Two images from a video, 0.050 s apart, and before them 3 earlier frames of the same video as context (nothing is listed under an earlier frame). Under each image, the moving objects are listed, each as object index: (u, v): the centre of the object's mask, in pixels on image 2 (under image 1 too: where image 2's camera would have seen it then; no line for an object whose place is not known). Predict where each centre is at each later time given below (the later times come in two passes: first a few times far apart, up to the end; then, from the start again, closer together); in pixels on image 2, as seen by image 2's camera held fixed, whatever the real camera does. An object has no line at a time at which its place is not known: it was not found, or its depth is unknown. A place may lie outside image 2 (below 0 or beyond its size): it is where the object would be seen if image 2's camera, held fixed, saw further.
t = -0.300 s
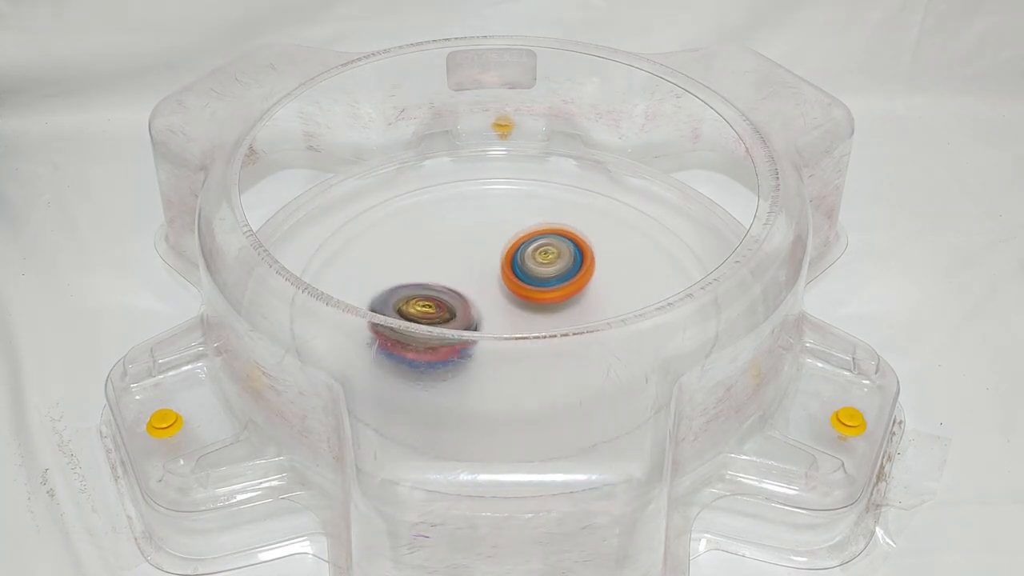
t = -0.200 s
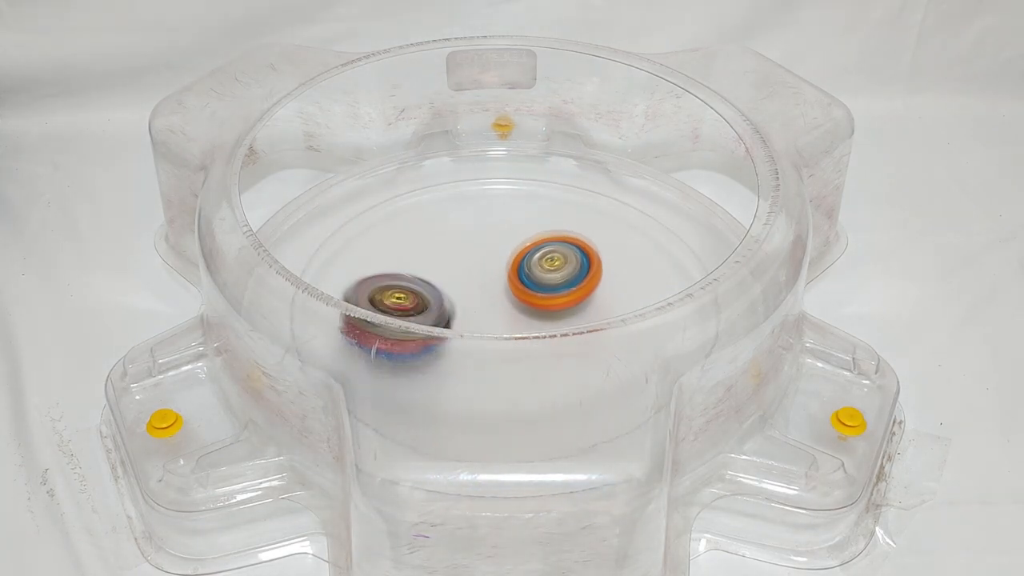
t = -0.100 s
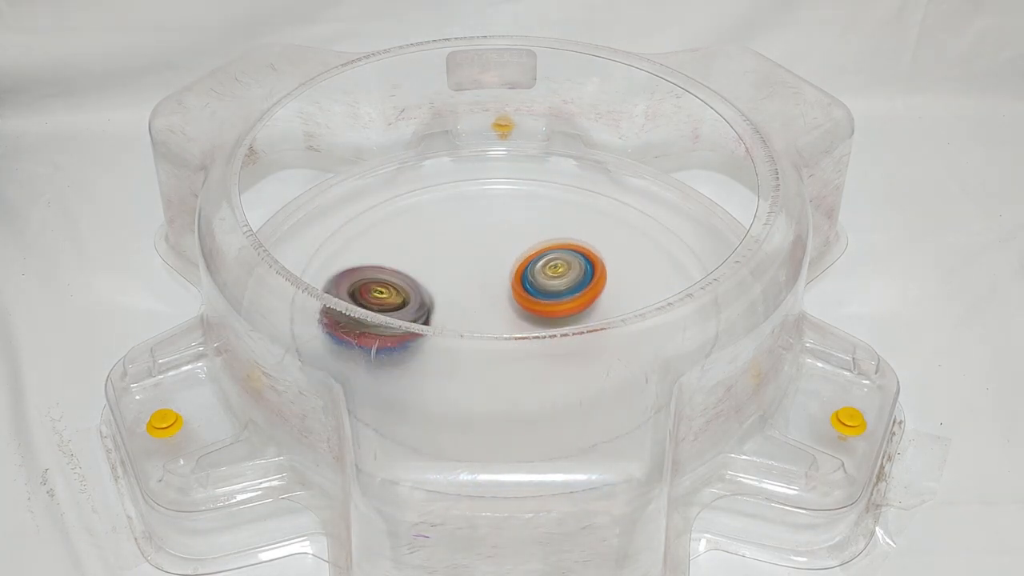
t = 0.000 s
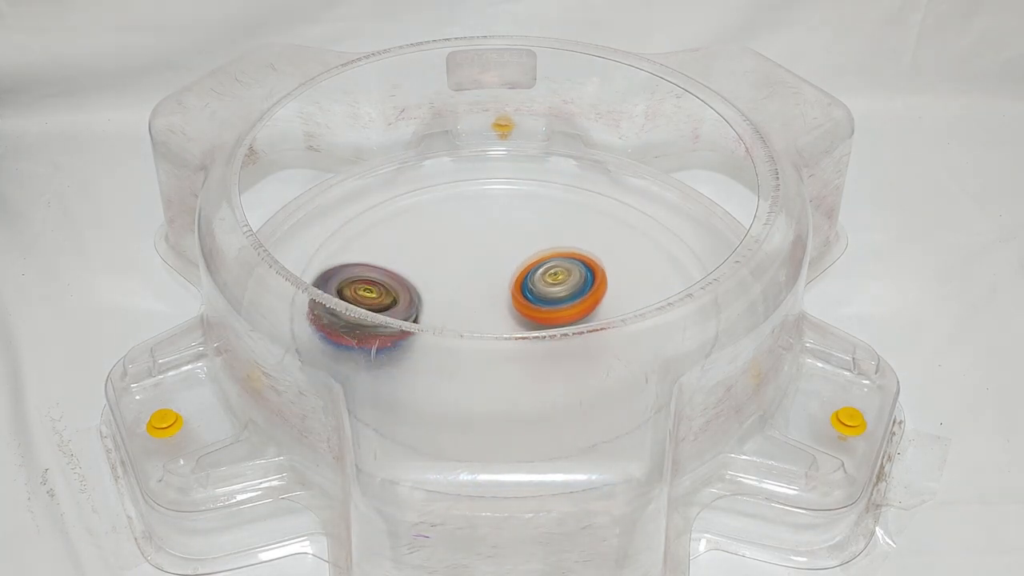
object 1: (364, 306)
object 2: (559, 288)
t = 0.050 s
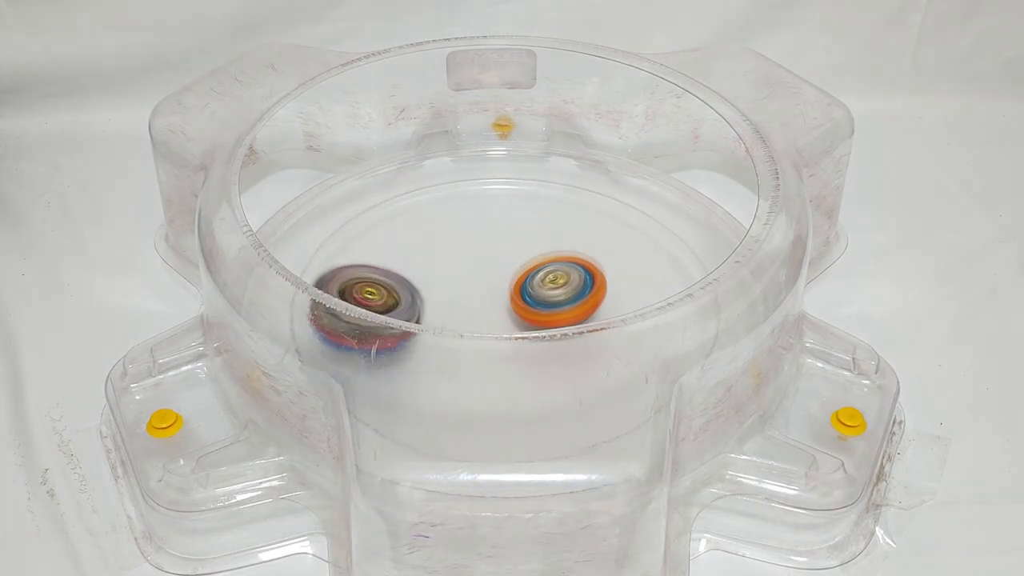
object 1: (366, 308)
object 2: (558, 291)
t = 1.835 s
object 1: (586, 282)
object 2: (477, 266)
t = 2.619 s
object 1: (500, 358)
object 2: (529, 288)
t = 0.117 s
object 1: (378, 307)
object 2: (555, 296)
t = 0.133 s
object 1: (383, 306)
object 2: (554, 297)
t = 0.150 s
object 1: (387, 303)
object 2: (554, 298)
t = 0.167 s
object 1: (392, 303)
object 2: (552, 299)
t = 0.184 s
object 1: (399, 291)
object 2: (551, 300)
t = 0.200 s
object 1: (403, 291)
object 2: (550, 301)
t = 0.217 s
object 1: (407, 290)
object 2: (549, 302)
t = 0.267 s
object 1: (419, 287)
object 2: (545, 304)
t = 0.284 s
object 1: (422, 286)
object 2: (543, 305)
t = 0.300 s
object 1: (426, 284)
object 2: (542, 306)
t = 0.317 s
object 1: (429, 283)
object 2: (540, 306)
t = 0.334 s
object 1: (433, 281)
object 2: (538, 307)
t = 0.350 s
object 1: (437, 278)
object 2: (537, 308)
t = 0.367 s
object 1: (440, 275)
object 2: (535, 308)
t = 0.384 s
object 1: (443, 272)
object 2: (533, 309)
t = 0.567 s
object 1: (470, 238)
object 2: (510, 313)
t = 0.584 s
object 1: (472, 235)
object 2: (507, 313)
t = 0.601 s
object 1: (473, 232)
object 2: (505, 314)
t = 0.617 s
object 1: (475, 229)
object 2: (502, 314)
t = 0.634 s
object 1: (476, 227)
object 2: (500, 314)
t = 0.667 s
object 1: (478, 222)
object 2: (496, 314)
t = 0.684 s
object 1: (479, 219)
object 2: (493, 314)
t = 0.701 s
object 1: (480, 218)
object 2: (491, 314)
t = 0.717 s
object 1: (480, 215)
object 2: (488, 314)
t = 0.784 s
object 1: (481, 208)
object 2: (480, 312)
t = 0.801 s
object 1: (481, 208)
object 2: (479, 312)
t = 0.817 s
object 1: (480, 207)
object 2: (476, 312)
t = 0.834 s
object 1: (479, 207)
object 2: (474, 312)
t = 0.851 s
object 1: (478, 207)
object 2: (472, 311)
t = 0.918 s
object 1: (478, 212)
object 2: (464, 309)
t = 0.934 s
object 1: (478, 214)
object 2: (463, 308)
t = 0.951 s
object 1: (480, 218)
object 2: (461, 308)
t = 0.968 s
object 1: (482, 220)
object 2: (460, 307)
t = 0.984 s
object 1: (485, 223)
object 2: (457, 307)
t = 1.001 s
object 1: (487, 225)
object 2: (456, 306)
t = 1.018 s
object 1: (490, 228)
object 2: (454, 306)
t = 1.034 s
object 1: (493, 231)
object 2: (452, 305)
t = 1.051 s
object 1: (497, 234)
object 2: (451, 304)
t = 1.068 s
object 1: (500, 237)
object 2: (450, 303)
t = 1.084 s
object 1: (504, 239)
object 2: (449, 303)
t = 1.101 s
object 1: (508, 242)
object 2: (448, 302)
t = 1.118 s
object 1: (512, 245)
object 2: (447, 301)
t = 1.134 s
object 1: (516, 247)
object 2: (446, 300)
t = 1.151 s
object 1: (520, 249)
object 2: (445, 300)
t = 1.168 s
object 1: (525, 251)
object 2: (444, 299)
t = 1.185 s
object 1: (529, 254)
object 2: (443, 299)
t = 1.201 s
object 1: (533, 255)
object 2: (443, 297)
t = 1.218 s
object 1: (538, 258)
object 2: (442, 297)
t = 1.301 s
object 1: (560, 266)
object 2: (441, 292)
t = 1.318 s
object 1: (564, 266)
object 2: (442, 291)
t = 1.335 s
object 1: (569, 268)
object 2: (441, 290)
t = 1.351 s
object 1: (573, 268)
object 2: (442, 289)
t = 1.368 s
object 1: (578, 270)
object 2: (442, 288)
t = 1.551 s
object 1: (614, 272)
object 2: (451, 275)
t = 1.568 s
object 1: (616, 272)
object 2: (452, 274)
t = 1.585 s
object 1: (618, 272)
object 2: (453, 273)
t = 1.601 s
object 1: (620, 271)
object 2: (455, 273)
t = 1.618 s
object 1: (620, 271)
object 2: (456, 272)
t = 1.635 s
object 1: (621, 270)
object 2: (457, 272)
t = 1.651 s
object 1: (621, 270)
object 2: (459, 271)
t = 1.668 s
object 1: (619, 270)
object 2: (460, 270)
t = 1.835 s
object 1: (586, 282)
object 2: (477, 266)
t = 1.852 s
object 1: (582, 284)
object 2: (479, 266)
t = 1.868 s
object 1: (578, 286)
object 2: (481, 265)
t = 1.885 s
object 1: (575, 288)
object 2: (481, 264)
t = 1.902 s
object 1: (574, 290)
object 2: (479, 261)
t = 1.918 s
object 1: (572, 293)
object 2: (478, 259)
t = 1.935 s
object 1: (571, 295)
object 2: (477, 258)
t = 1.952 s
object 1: (570, 296)
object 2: (477, 257)
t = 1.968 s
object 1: (568, 298)
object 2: (477, 257)
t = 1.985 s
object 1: (568, 300)
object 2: (477, 256)
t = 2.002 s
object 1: (569, 311)
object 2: (478, 257)
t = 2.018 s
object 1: (568, 315)
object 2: (479, 258)
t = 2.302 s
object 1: (553, 368)
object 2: (507, 275)
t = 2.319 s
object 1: (553, 369)
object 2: (509, 276)
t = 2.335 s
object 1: (551, 370)
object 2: (510, 277)
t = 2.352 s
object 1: (550, 370)
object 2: (511, 278)
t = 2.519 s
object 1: (526, 369)
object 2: (521, 286)
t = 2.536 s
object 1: (523, 369)
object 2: (523, 286)
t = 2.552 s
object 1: (518, 369)
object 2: (523, 287)
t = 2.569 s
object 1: (515, 368)
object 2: (525, 287)
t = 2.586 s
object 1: (510, 367)
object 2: (525, 288)
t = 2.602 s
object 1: (506, 359)
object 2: (527, 288)
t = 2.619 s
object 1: (500, 358)
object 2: (529, 288)
